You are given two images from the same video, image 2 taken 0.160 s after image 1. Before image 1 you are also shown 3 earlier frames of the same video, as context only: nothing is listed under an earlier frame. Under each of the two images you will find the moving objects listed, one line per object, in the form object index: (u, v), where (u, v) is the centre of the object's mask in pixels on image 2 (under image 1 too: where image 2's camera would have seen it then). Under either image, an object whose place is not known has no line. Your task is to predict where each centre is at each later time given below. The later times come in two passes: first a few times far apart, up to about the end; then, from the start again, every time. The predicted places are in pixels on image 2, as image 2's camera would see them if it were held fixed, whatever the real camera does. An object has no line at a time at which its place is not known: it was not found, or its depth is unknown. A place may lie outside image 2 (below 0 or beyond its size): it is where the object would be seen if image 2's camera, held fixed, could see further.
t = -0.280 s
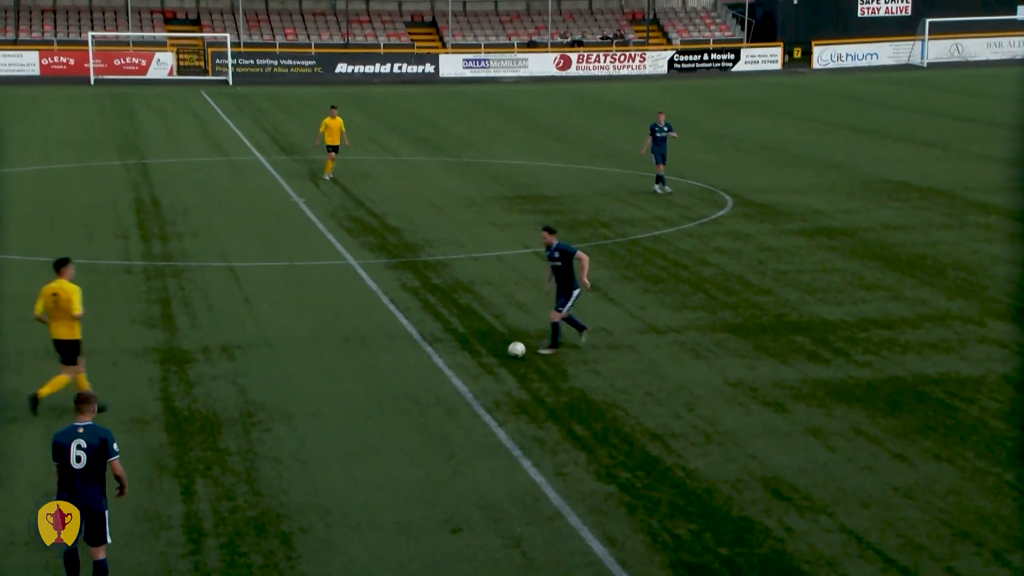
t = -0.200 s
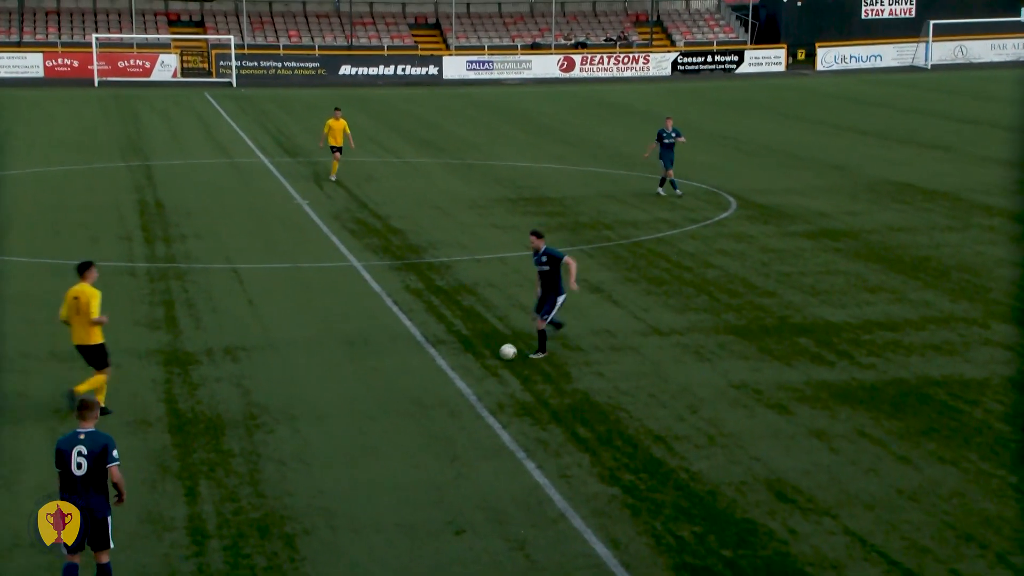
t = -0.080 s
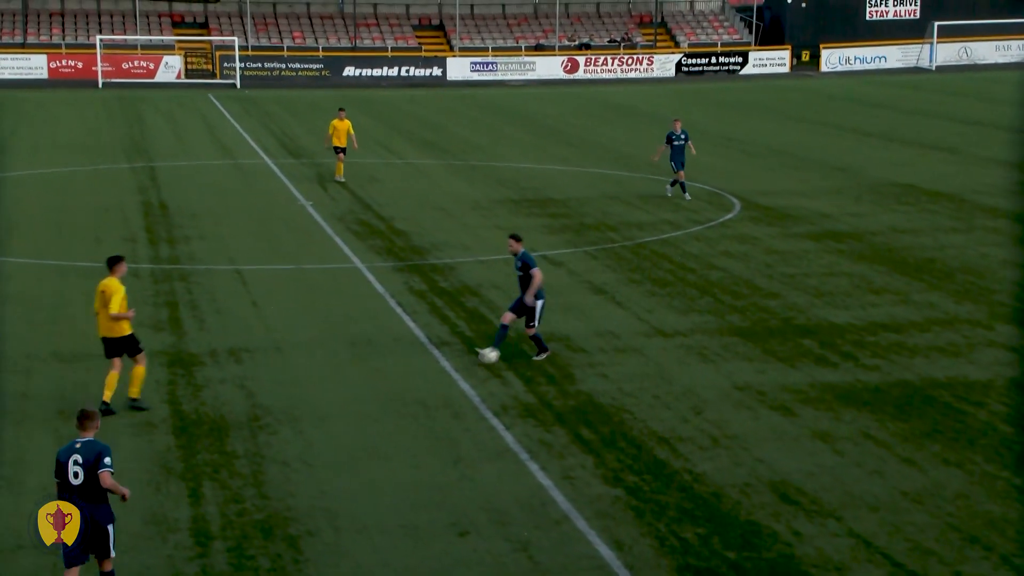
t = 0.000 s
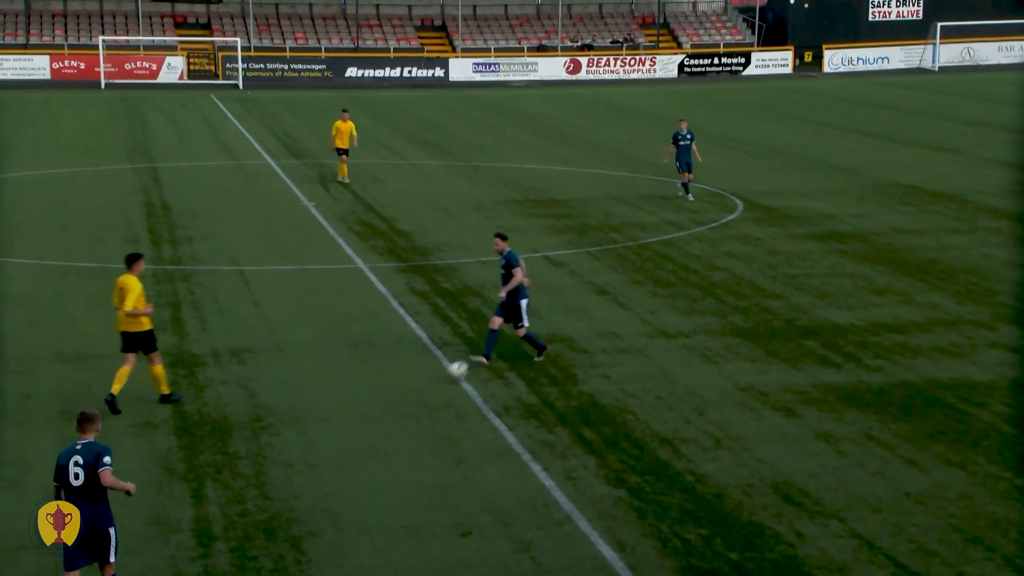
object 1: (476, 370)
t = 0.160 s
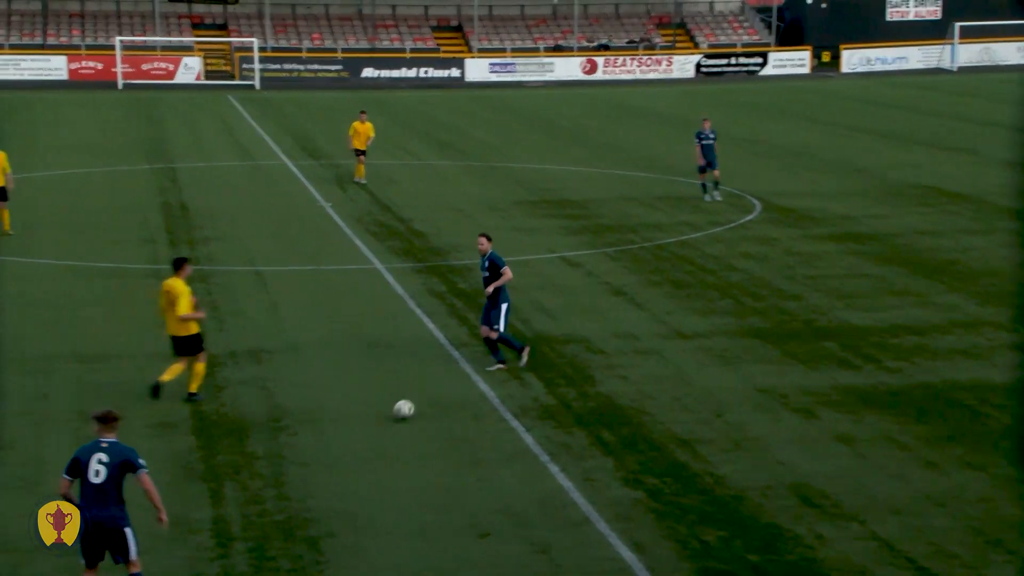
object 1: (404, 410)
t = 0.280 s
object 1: (351, 433)
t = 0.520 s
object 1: (245, 491)
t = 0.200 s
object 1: (387, 415)
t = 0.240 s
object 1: (369, 422)
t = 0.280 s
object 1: (351, 433)
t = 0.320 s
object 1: (333, 444)
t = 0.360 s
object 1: (314, 458)
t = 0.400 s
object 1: (297, 465)
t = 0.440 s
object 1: (280, 471)
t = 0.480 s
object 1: (263, 479)
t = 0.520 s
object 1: (245, 491)
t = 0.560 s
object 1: (227, 504)
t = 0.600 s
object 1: (209, 516)
